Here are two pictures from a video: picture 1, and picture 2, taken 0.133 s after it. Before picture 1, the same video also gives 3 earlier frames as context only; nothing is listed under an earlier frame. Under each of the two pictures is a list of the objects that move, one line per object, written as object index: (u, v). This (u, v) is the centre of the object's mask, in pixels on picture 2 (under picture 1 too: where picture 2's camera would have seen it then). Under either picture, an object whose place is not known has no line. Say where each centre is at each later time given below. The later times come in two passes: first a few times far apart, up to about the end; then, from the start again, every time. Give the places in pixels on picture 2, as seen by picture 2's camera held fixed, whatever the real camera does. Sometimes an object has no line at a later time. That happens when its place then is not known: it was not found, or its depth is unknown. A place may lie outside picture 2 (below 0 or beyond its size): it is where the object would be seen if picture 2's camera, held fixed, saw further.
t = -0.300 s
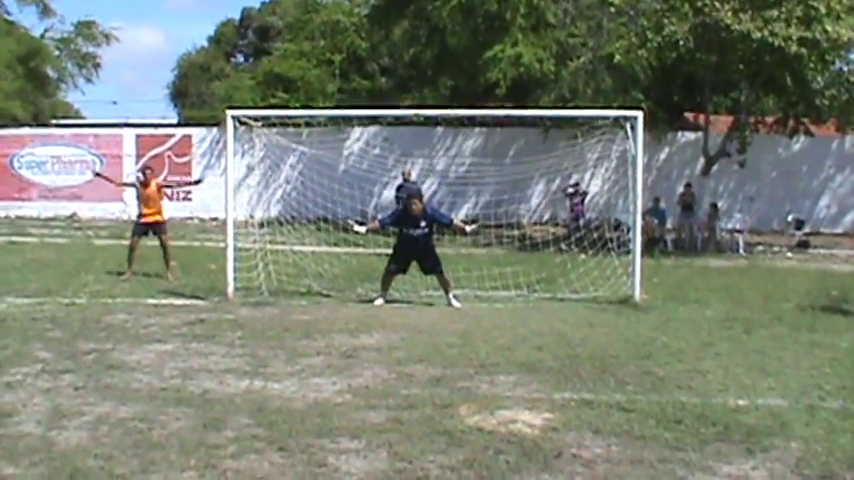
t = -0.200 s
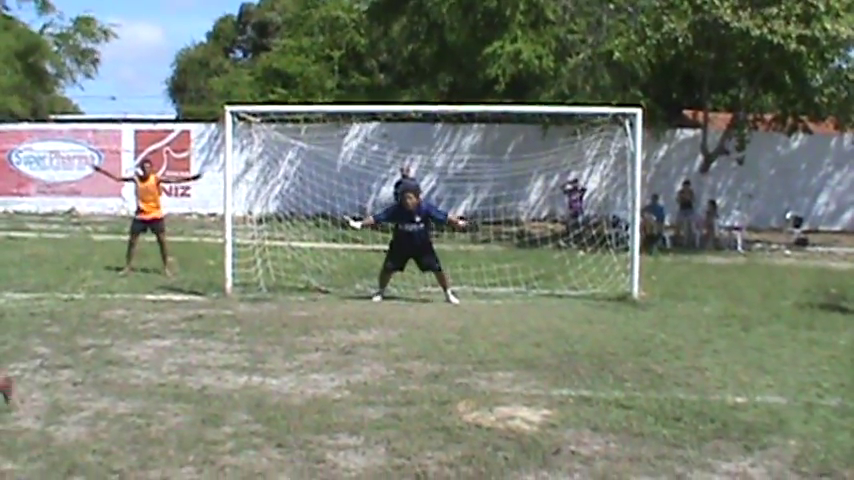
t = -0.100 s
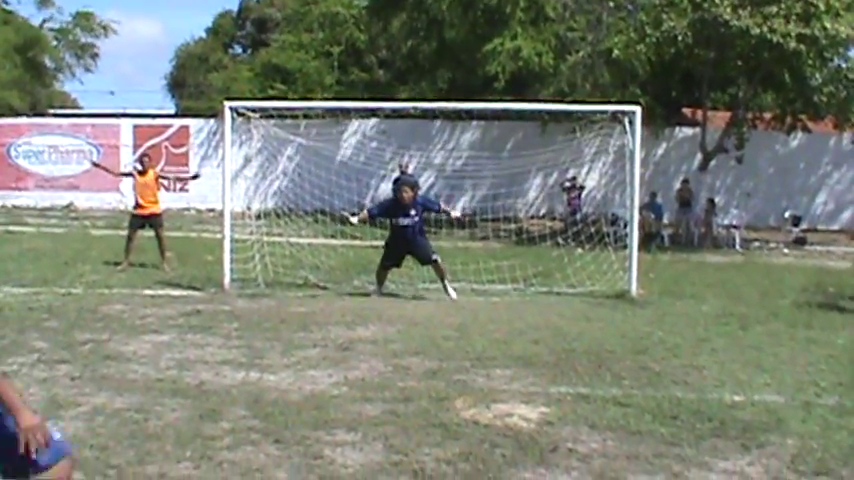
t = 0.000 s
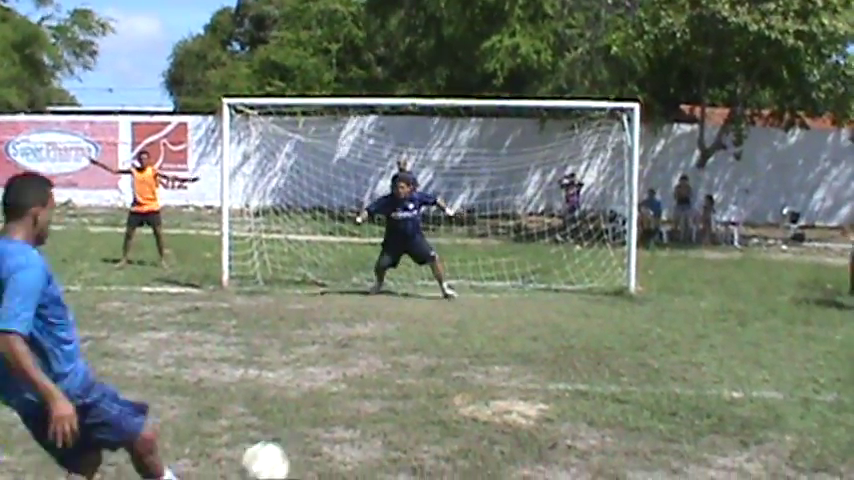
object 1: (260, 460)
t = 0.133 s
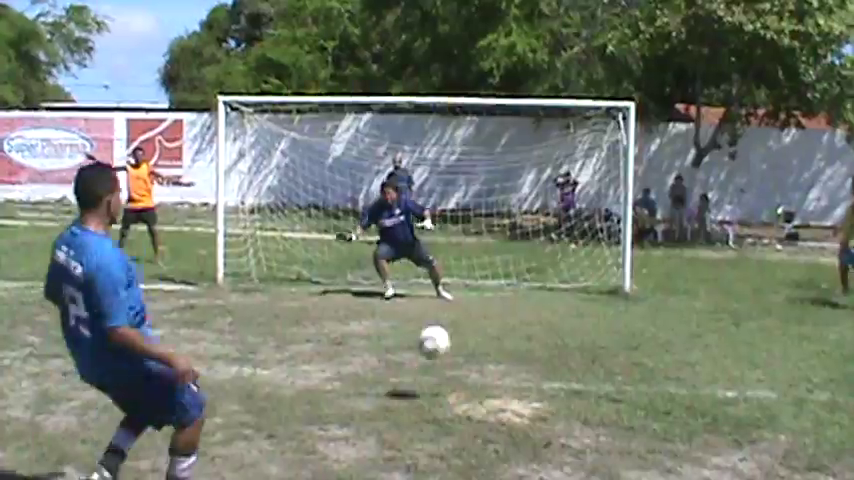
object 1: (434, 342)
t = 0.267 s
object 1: (523, 304)
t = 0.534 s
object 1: (597, 269)
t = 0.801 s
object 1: (636, 259)
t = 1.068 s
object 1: (642, 279)
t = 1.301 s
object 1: (633, 279)
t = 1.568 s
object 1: (614, 279)
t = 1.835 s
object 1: (610, 281)
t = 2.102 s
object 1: (605, 280)
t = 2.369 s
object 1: (605, 280)
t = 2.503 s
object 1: (605, 280)
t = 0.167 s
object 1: (461, 328)
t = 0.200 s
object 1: (485, 317)
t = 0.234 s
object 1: (506, 309)
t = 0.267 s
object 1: (523, 304)
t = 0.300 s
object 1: (537, 303)
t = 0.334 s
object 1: (549, 302)
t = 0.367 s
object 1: (561, 304)
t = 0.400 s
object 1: (570, 295)
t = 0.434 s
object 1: (579, 286)
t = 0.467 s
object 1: (587, 277)
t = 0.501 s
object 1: (593, 272)
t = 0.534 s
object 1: (597, 269)
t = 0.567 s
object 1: (605, 265)
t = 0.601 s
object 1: (609, 263)
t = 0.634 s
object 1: (612, 262)
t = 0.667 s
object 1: (616, 260)
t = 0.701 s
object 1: (618, 260)
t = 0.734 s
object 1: (633, 259)
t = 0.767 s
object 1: (634, 257)
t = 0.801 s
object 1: (636, 259)
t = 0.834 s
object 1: (638, 260)
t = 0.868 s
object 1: (639, 262)
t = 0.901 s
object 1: (642, 265)
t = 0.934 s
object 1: (643, 269)
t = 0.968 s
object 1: (646, 272)
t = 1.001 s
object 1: (647, 277)
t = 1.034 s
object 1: (646, 278)
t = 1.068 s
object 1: (642, 279)
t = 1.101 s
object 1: (640, 279)
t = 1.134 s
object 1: (638, 279)
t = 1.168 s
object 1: (637, 279)
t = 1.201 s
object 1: (636, 279)
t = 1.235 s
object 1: (634, 279)
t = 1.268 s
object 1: (634, 279)
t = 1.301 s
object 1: (633, 279)
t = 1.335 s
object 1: (632, 279)
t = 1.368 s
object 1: (631, 280)
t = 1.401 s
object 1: (617, 278)
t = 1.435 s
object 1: (617, 277)
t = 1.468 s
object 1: (617, 278)
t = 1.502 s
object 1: (616, 277)
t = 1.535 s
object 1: (615, 277)
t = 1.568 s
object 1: (614, 279)
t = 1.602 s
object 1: (614, 279)
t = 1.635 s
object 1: (613, 280)
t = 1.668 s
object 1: (612, 280)
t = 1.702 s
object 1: (612, 280)
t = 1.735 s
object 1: (611, 280)
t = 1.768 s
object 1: (611, 280)
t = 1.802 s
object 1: (610, 281)
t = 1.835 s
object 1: (610, 281)
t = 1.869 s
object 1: (610, 281)
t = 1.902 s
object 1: (609, 281)
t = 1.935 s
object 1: (608, 281)
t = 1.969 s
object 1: (607, 281)
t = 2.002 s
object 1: (607, 281)
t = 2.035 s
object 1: (606, 281)
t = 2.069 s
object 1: (605, 281)
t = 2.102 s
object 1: (605, 280)
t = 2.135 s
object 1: (605, 280)
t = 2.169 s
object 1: (605, 280)
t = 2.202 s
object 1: (604, 280)
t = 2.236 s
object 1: (604, 280)
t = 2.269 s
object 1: (604, 280)
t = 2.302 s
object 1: (604, 280)
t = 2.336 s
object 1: (604, 281)
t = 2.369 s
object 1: (605, 280)
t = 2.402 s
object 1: (605, 280)
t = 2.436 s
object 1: (605, 280)
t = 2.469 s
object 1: (605, 280)
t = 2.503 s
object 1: (605, 280)
